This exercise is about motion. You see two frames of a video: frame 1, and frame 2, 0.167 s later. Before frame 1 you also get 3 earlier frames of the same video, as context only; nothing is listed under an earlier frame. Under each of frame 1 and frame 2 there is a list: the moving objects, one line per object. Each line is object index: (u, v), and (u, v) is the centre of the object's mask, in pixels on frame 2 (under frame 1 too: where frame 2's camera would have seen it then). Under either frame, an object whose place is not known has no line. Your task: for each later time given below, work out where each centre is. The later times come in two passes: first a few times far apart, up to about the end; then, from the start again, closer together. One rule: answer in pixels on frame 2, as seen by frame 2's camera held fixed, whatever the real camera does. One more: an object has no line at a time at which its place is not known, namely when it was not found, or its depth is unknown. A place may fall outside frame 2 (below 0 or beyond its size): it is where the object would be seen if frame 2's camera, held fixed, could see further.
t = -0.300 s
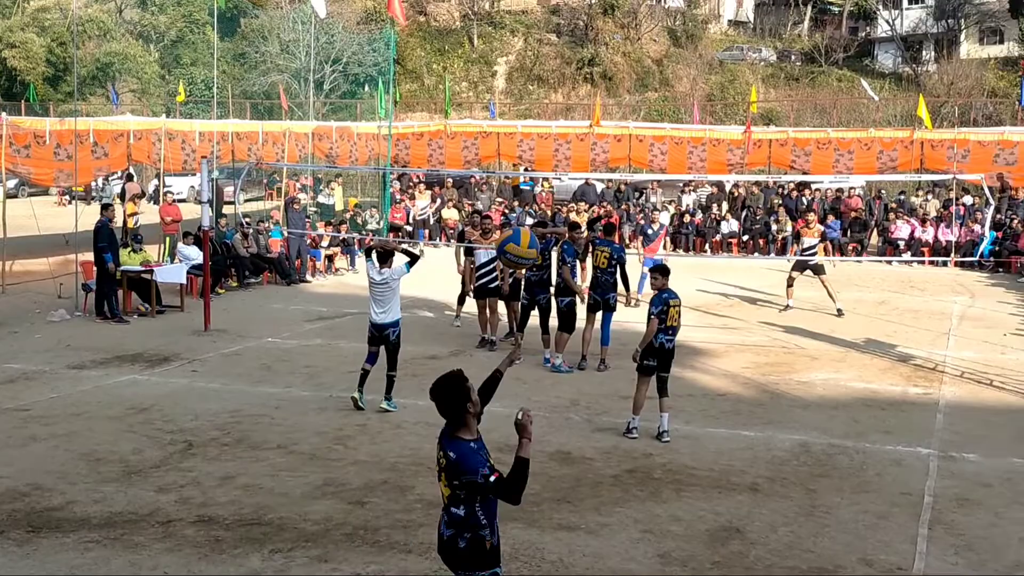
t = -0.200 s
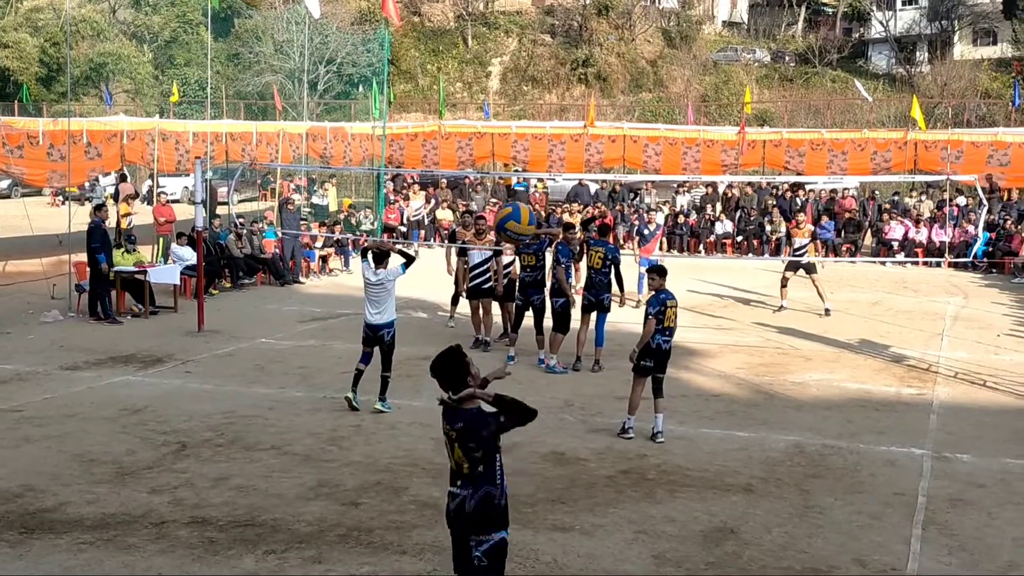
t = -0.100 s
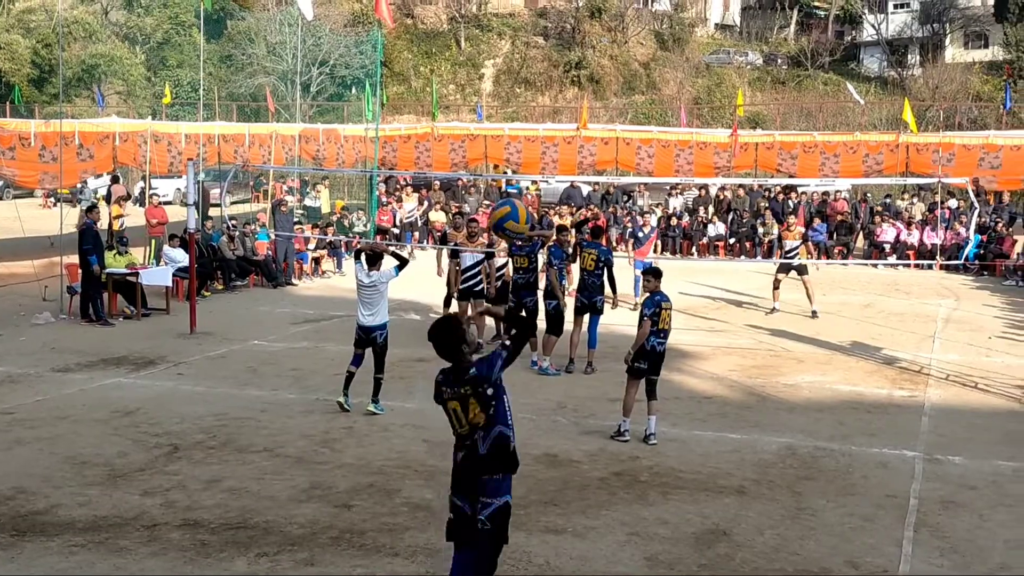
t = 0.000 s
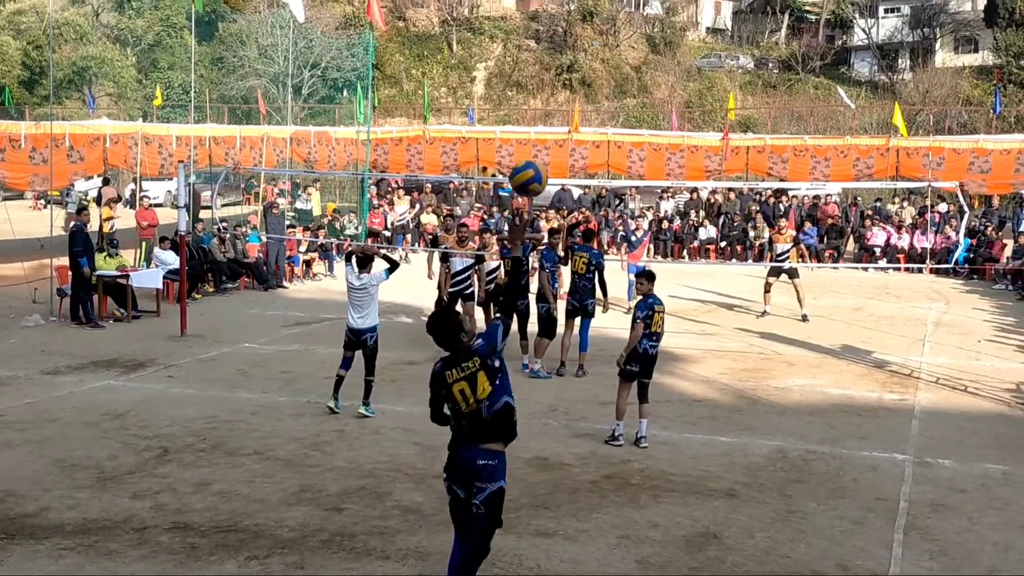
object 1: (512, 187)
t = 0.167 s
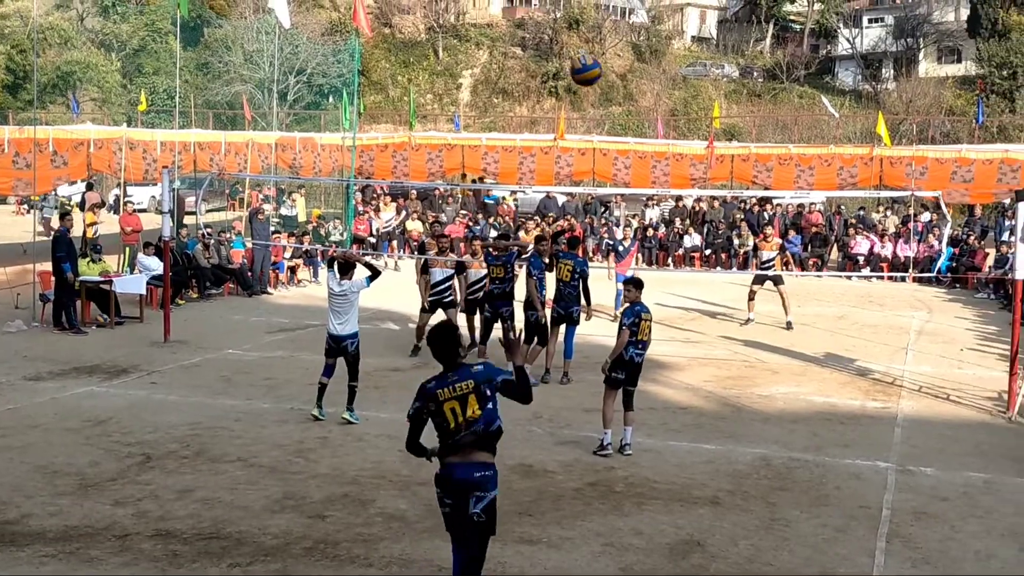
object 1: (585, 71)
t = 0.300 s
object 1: (627, 29)
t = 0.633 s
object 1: (690, 40)
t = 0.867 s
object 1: (711, 102)
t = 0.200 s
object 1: (598, 57)
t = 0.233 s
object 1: (608, 45)
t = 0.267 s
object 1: (617, 35)
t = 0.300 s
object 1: (627, 29)
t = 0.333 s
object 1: (635, 23)
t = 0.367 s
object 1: (644, 20)
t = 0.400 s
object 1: (652, 18)
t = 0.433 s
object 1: (659, 17)
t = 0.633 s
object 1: (690, 40)
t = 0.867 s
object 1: (711, 102)
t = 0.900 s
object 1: (713, 113)
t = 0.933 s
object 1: (715, 125)
